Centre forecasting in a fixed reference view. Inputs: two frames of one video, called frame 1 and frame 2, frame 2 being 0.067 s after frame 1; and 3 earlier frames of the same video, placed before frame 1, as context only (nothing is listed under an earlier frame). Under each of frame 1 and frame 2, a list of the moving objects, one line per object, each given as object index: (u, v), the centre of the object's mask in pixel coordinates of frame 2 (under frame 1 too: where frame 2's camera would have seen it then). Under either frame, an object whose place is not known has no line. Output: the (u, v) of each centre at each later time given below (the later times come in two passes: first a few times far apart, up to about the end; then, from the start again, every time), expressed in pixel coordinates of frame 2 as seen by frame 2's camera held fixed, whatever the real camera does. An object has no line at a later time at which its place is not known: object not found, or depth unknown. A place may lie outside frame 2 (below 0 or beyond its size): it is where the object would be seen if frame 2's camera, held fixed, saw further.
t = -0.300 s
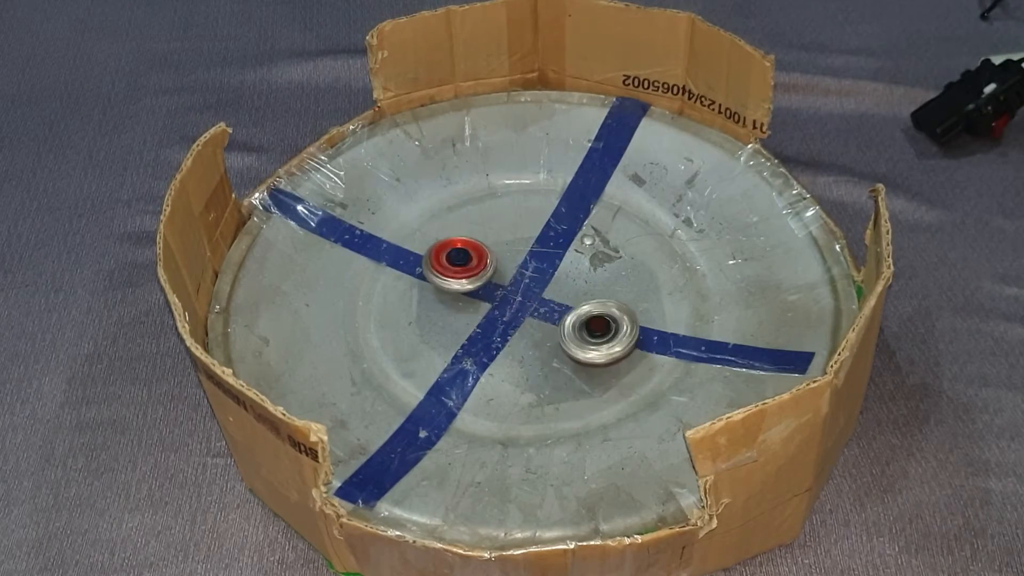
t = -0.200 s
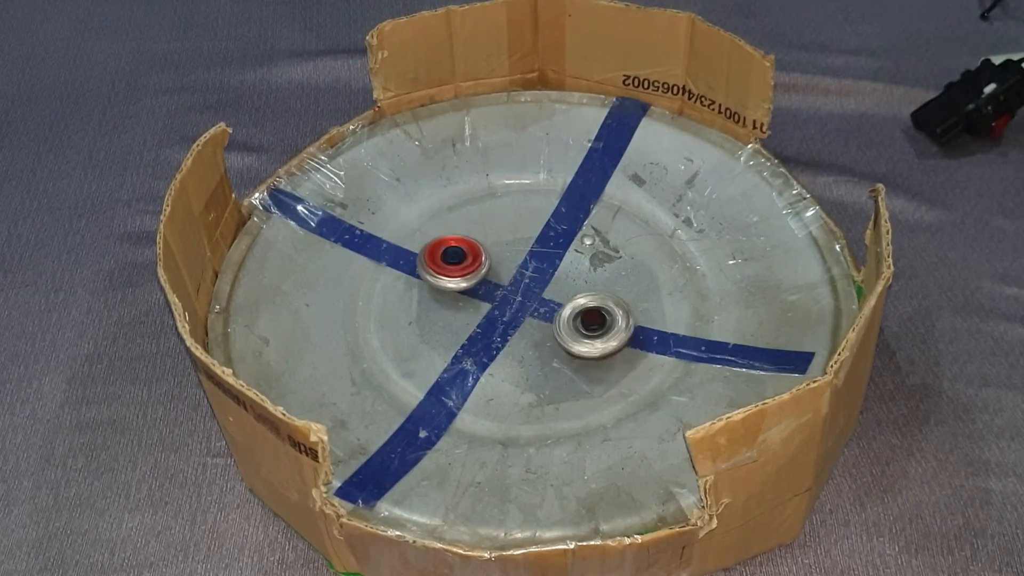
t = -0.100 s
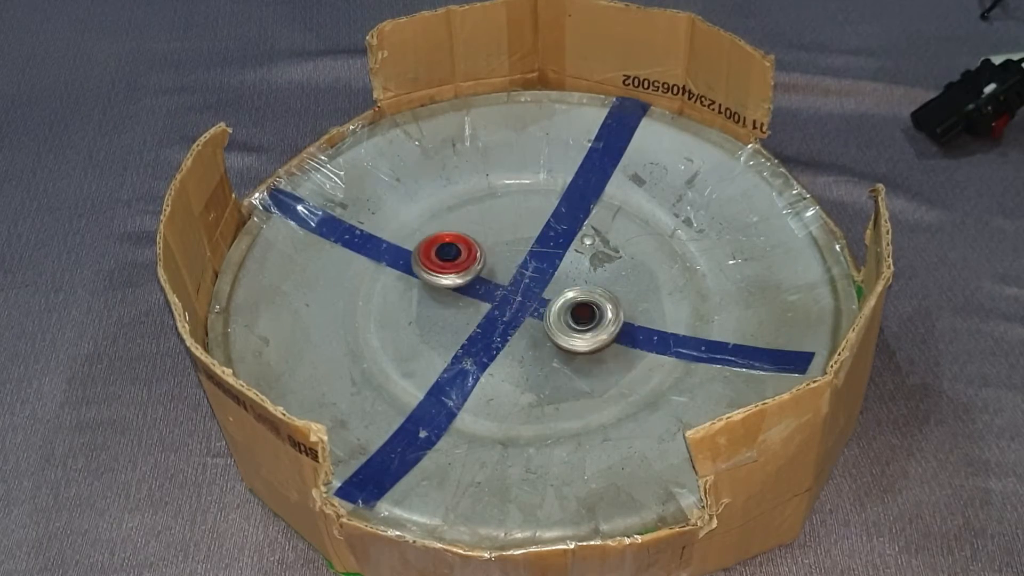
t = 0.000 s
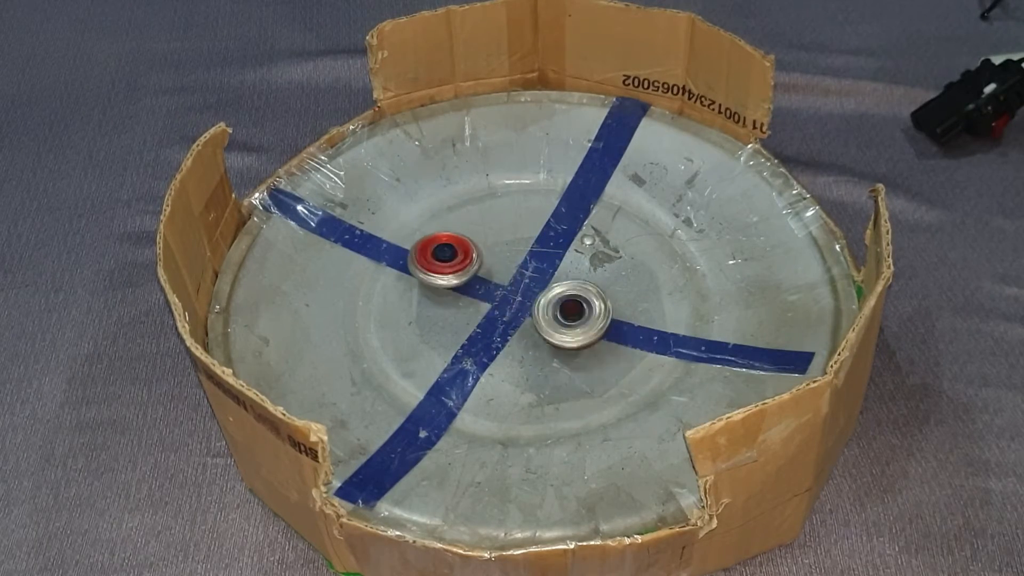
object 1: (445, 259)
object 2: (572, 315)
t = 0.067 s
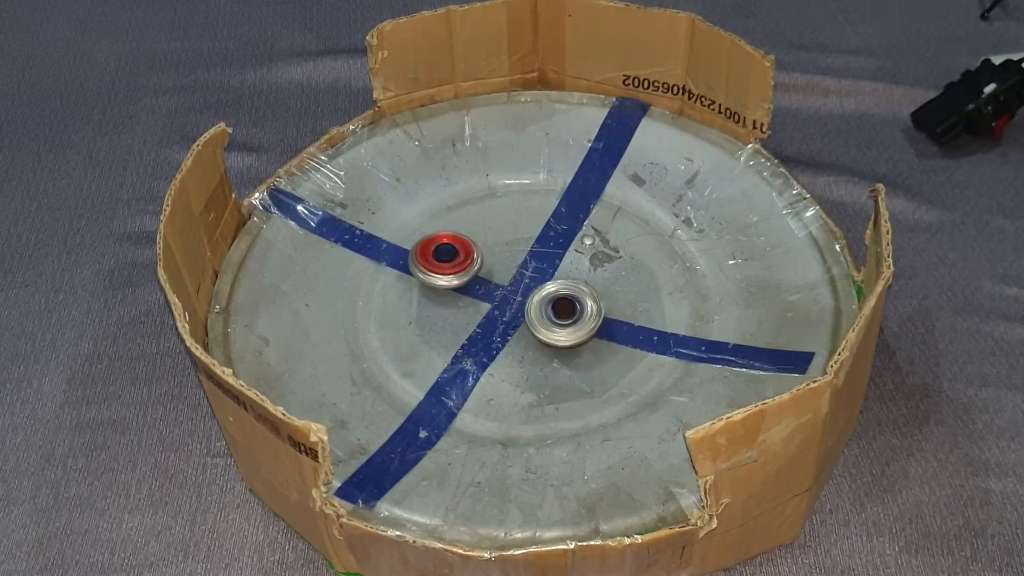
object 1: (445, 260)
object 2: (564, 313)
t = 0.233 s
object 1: (450, 256)
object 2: (530, 306)
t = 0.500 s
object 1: (453, 252)
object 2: (479, 298)
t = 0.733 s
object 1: (444, 248)
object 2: (454, 323)
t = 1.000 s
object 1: (455, 253)
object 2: (444, 341)
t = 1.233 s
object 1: (471, 252)
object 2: (438, 344)
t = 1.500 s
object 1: (484, 263)
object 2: (423, 332)
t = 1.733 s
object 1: (506, 267)
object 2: (391, 307)
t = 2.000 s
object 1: (505, 268)
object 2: (367, 277)
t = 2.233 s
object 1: (494, 276)
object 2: (367, 259)
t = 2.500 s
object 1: (493, 281)
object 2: (384, 252)
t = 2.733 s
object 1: (489, 278)
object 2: (414, 244)
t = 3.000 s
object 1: (508, 280)
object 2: (431, 224)
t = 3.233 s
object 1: (517, 268)
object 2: (434, 211)
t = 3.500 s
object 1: (497, 268)
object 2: (443, 223)
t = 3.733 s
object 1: (507, 284)
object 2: (448, 234)
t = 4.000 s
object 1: (519, 298)
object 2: (459, 233)
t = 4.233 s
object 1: (538, 317)
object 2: (465, 229)
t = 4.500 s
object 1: (556, 309)
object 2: (467, 234)
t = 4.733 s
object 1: (549, 297)
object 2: (478, 243)
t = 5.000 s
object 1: (555, 299)
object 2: (470, 235)
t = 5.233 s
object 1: (570, 307)
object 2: (449, 232)
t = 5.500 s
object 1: (573, 307)
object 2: (442, 253)
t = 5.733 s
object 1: (560, 306)
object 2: (464, 268)
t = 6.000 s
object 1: (540, 303)
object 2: (490, 252)
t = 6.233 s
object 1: (539, 303)
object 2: (475, 234)
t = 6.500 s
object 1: (534, 299)
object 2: (451, 246)
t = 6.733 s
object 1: (535, 299)
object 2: (460, 268)
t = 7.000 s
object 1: (546, 297)
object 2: (458, 262)
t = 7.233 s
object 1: (549, 298)
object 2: (439, 260)
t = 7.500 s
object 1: (549, 301)
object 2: (436, 270)
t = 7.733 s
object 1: (539, 303)
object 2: (452, 271)
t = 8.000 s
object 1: (539, 302)
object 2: (461, 254)
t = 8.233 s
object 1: (536, 295)
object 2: (451, 247)
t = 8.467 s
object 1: (537, 294)
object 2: (447, 250)
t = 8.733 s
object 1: (539, 290)
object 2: (463, 253)
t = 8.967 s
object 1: (538, 290)
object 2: (474, 247)
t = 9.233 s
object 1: (538, 291)
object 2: (472, 245)
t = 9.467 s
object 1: (537, 291)
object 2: (473, 251)
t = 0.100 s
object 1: (446, 260)
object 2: (557, 312)
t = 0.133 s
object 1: (447, 260)
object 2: (551, 310)
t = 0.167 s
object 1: (449, 259)
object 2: (544, 309)
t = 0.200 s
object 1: (450, 257)
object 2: (537, 307)
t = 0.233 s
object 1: (450, 256)
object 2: (530, 306)
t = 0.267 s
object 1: (450, 255)
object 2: (523, 304)
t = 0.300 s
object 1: (449, 255)
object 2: (517, 302)
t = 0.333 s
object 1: (449, 255)
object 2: (510, 300)
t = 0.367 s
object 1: (448, 255)
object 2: (504, 299)
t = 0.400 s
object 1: (448, 255)
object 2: (497, 298)
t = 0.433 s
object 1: (448, 255)
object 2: (491, 298)
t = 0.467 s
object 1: (450, 253)
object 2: (485, 297)
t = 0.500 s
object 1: (453, 252)
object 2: (479, 298)
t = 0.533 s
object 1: (453, 251)
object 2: (473, 301)
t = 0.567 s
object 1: (450, 248)
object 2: (471, 306)
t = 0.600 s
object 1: (446, 247)
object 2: (469, 309)
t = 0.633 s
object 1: (443, 247)
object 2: (464, 313)
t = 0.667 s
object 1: (439, 247)
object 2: (460, 317)
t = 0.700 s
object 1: (441, 247)
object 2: (457, 320)
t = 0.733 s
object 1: (444, 248)
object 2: (454, 323)
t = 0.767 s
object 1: (448, 249)
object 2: (450, 326)
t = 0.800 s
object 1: (453, 251)
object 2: (448, 329)
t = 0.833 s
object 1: (455, 250)
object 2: (446, 332)
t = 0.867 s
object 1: (454, 249)
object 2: (445, 335)
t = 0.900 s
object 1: (451, 249)
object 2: (444, 337)
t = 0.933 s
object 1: (449, 250)
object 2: (444, 339)
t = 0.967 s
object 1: (452, 252)
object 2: (444, 340)
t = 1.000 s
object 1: (455, 253)
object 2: (444, 341)
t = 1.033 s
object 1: (458, 253)
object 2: (442, 344)
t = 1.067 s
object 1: (465, 254)
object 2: (438, 346)
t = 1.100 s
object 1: (467, 253)
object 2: (437, 347)
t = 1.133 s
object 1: (468, 253)
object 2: (438, 347)
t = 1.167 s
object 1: (469, 252)
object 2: (438, 346)
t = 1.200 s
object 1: (470, 252)
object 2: (438, 345)
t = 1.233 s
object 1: (471, 252)
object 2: (438, 344)
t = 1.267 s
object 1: (470, 252)
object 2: (438, 343)
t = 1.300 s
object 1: (471, 253)
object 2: (437, 341)
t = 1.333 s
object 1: (472, 254)
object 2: (435, 339)
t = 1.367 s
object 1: (473, 255)
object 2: (434, 338)
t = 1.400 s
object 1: (473, 257)
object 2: (431, 337)
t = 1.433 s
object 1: (475, 258)
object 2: (429, 335)
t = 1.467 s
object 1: (478, 260)
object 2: (426, 333)
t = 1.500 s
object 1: (484, 263)
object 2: (423, 332)
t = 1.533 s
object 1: (490, 265)
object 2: (418, 328)
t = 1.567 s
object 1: (496, 266)
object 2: (414, 324)
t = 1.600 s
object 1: (502, 267)
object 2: (410, 321)
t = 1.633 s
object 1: (504, 267)
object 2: (405, 319)
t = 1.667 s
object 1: (505, 268)
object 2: (401, 315)
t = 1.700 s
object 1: (504, 268)
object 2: (396, 311)
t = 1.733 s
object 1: (506, 267)
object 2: (391, 307)
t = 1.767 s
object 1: (507, 264)
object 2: (387, 303)
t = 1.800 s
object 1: (506, 264)
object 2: (383, 298)
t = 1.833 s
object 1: (505, 265)
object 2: (380, 294)
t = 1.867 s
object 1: (506, 267)
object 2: (377, 290)
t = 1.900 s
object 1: (505, 267)
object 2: (374, 286)
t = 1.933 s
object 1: (504, 268)
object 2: (372, 282)
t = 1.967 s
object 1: (504, 269)
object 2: (369, 279)
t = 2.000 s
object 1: (505, 268)
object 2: (367, 277)
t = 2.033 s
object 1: (504, 266)
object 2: (367, 273)
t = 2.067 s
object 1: (501, 267)
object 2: (366, 271)
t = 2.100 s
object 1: (499, 268)
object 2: (366, 268)
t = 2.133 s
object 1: (498, 270)
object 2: (366, 265)
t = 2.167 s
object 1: (497, 272)
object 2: (366, 263)
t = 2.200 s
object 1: (496, 274)
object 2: (366, 261)
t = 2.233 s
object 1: (494, 276)
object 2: (367, 259)
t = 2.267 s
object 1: (495, 278)
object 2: (369, 257)
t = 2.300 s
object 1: (495, 280)
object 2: (371, 255)
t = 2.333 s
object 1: (497, 280)
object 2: (373, 254)
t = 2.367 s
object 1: (498, 278)
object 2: (376, 252)
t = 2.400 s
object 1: (496, 277)
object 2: (379, 252)
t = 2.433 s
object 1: (493, 279)
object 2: (380, 251)
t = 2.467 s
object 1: (493, 280)
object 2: (382, 252)
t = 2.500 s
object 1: (493, 281)
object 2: (384, 252)
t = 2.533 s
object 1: (494, 283)
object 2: (387, 251)
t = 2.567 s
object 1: (495, 281)
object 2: (391, 250)
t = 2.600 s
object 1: (495, 280)
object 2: (396, 249)
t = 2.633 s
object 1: (496, 279)
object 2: (400, 248)
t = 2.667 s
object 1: (494, 278)
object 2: (404, 247)
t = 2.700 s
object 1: (490, 278)
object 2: (410, 245)
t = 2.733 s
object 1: (489, 278)
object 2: (414, 244)
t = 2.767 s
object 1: (487, 278)
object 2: (419, 243)
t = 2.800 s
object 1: (487, 278)
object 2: (425, 241)
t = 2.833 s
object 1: (488, 278)
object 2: (431, 240)
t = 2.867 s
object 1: (487, 278)
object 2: (436, 239)
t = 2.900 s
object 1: (487, 278)
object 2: (439, 237)
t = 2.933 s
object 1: (494, 279)
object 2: (437, 232)
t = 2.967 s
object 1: (502, 281)
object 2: (431, 227)
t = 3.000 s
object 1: (508, 280)
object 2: (431, 224)
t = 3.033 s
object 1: (511, 278)
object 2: (432, 221)
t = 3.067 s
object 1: (513, 278)
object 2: (433, 217)
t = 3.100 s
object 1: (516, 276)
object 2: (433, 215)
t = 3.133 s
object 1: (517, 274)
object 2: (433, 213)
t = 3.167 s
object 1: (519, 272)
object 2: (434, 212)
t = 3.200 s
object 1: (519, 269)
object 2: (434, 211)
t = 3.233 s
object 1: (517, 268)
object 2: (434, 211)
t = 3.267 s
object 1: (516, 266)
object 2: (434, 211)
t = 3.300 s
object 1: (513, 265)
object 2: (434, 212)
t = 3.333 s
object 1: (511, 266)
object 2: (435, 213)
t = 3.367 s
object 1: (509, 266)
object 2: (436, 214)
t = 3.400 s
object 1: (505, 265)
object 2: (437, 215)
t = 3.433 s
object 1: (502, 266)
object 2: (439, 218)
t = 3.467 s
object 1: (499, 266)
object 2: (441, 220)
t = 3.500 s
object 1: (497, 268)
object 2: (443, 223)
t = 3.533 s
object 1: (497, 271)
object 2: (445, 227)
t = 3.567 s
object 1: (500, 275)
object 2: (441, 225)
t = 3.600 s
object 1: (501, 277)
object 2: (441, 227)
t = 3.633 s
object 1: (502, 278)
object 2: (442, 229)
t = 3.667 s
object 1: (503, 280)
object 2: (444, 230)
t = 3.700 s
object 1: (506, 282)
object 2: (446, 232)
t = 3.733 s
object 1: (507, 284)
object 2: (448, 234)
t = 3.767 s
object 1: (508, 287)
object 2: (451, 237)
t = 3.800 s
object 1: (510, 289)
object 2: (455, 239)
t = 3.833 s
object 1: (510, 292)
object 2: (459, 241)
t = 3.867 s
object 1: (512, 291)
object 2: (462, 243)
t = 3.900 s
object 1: (512, 289)
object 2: (465, 244)
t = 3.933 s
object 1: (517, 292)
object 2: (461, 237)
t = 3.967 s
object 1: (518, 294)
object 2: (458, 234)
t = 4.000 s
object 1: (519, 298)
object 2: (459, 233)
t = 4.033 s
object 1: (520, 301)
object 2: (461, 232)
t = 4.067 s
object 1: (521, 305)
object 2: (462, 231)
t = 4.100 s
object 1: (524, 307)
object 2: (462, 230)
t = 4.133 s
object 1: (525, 311)
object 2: (463, 229)
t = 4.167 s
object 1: (530, 313)
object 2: (464, 229)
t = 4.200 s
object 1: (534, 314)
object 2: (464, 229)
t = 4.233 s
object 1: (538, 317)
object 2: (465, 229)
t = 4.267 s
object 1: (543, 317)
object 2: (465, 229)
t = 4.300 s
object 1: (546, 318)
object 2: (466, 230)
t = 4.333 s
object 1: (551, 317)
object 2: (466, 230)
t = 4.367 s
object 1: (553, 317)
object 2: (467, 231)
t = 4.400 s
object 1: (557, 315)
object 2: (467, 231)
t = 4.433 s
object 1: (558, 313)
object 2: (466, 231)
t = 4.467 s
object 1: (558, 312)
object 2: (466, 233)
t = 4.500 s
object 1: (556, 309)
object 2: (467, 234)
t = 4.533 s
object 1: (556, 308)
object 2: (469, 235)
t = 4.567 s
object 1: (556, 305)
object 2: (470, 237)
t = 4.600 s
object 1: (556, 304)
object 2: (471, 238)
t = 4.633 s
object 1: (554, 302)
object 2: (472, 240)
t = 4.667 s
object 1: (553, 300)
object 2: (475, 241)
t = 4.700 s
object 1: (552, 297)
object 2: (476, 242)
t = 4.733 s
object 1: (549, 297)
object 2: (478, 243)
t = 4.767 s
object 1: (547, 294)
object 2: (481, 246)
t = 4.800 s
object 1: (545, 294)
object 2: (483, 247)
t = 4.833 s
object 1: (543, 292)
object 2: (487, 248)
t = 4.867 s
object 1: (540, 291)
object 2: (488, 249)
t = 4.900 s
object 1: (541, 290)
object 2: (487, 248)
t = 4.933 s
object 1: (542, 291)
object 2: (484, 246)
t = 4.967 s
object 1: (551, 296)
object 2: (475, 238)
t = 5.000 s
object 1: (555, 299)
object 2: (470, 235)
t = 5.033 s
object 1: (559, 300)
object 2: (467, 234)
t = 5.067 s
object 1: (560, 301)
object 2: (464, 233)
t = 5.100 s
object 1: (563, 302)
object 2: (461, 231)
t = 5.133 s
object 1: (565, 303)
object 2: (458, 231)
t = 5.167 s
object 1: (567, 304)
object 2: (455, 230)
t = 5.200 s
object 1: (567, 306)
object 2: (452, 230)
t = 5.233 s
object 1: (570, 307)
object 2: (449, 232)
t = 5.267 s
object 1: (570, 308)
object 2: (447, 234)
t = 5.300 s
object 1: (573, 309)
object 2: (445, 236)
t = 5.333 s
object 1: (573, 310)
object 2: (443, 239)
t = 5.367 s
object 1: (576, 310)
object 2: (443, 241)
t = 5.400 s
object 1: (576, 309)
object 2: (442, 245)
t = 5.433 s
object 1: (577, 308)
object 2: (441, 247)
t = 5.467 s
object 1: (575, 308)
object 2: (441, 252)
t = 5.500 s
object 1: (573, 307)
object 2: (442, 253)
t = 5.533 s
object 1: (571, 307)
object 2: (444, 257)
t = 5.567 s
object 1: (571, 307)
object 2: (445, 259)
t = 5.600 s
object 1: (568, 308)
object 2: (448, 262)
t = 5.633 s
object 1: (567, 306)
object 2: (451, 264)
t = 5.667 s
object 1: (564, 307)
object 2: (455, 266)
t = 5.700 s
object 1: (562, 306)
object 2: (459, 267)
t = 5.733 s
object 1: (560, 306)
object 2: (464, 268)
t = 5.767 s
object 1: (557, 305)
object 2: (469, 269)
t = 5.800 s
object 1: (555, 305)
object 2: (473, 268)
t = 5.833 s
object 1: (550, 304)
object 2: (478, 268)
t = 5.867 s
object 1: (550, 303)
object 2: (483, 266)
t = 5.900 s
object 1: (545, 302)
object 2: (487, 264)
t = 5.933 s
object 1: (543, 301)
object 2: (492, 261)
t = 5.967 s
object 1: (540, 302)
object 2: (492, 258)
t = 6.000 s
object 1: (540, 303)
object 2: (490, 252)
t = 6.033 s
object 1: (540, 303)
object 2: (489, 250)
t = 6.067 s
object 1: (540, 303)
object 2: (490, 246)
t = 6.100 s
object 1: (540, 303)
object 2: (488, 241)
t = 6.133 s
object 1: (540, 303)
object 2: (486, 238)
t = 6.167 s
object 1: (539, 303)
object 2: (481, 237)
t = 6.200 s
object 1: (539, 303)
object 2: (480, 235)
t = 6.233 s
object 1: (539, 303)
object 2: (475, 234)
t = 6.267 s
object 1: (539, 302)
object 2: (472, 234)
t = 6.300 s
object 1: (539, 302)
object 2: (467, 234)
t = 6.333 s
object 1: (538, 301)
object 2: (464, 235)
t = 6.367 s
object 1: (539, 301)
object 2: (460, 235)
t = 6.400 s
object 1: (538, 300)
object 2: (457, 238)
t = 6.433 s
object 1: (538, 301)
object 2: (455, 240)
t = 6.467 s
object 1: (536, 301)
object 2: (452, 243)
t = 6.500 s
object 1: (534, 299)
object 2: (451, 246)
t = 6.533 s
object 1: (533, 299)
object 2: (450, 250)
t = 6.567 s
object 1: (532, 299)
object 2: (450, 253)
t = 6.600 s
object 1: (532, 302)
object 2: (450, 256)
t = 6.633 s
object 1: (533, 301)
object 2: (452, 259)
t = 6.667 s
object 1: (535, 301)
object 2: (453, 262)
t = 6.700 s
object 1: (535, 300)
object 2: (457, 266)
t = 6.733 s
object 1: (535, 299)
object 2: (460, 268)
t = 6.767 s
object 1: (535, 298)
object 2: (464, 270)
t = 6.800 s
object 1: (538, 296)
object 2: (464, 269)
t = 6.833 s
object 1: (538, 296)
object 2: (468, 270)
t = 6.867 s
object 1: (538, 295)
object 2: (468, 268)
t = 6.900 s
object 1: (538, 295)
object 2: (469, 267)
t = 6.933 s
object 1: (542, 296)
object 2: (463, 264)
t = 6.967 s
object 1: (544, 296)
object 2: (459, 263)
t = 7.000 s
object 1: (546, 297)
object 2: (458, 262)
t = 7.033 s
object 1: (546, 297)
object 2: (457, 260)
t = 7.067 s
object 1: (548, 297)
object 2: (454, 259)
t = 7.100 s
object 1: (549, 297)
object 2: (451, 258)
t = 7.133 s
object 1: (550, 297)
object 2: (448, 258)
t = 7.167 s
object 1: (550, 297)
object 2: (445, 258)
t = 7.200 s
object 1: (550, 298)
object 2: (442, 259)
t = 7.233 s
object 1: (549, 298)
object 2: (439, 260)
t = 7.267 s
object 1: (548, 300)
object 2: (437, 261)
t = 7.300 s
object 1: (549, 300)
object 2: (435, 262)
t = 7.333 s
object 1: (550, 300)
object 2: (434, 263)
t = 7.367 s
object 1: (549, 300)
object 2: (434, 265)
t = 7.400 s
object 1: (550, 300)
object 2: (434, 267)
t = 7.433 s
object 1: (549, 301)
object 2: (436, 268)
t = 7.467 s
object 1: (549, 300)
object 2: (436, 268)
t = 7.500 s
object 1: (549, 301)
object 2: (436, 270)
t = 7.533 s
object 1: (547, 302)
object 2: (440, 271)
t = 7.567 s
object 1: (546, 302)
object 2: (442, 272)
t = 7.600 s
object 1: (545, 302)
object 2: (444, 272)
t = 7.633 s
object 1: (544, 302)
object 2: (445, 272)
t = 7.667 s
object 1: (543, 302)
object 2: (449, 273)
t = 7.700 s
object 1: (540, 303)
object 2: (451, 272)
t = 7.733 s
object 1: (539, 303)
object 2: (452, 271)
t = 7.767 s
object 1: (539, 304)
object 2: (455, 270)
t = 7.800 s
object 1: (539, 304)
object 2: (458, 268)
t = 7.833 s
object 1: (539, 304)
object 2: (460, 266)
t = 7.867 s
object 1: (539, 305)
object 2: (460, 263)
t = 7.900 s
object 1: (538, 305)
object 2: (462, 262)
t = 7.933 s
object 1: (539, 304)
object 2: (462, 260)
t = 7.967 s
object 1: (539, 304)
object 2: (462, 257)
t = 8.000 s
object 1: (539, 302)
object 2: (461, 254)
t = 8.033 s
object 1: (540, 301)
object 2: (460, 253)
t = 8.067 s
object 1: (539, 300)
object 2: (459, 250)
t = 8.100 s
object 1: (539, 298)
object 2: (457, 248)
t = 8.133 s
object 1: (538, 299)
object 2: (454, 248)
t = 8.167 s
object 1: (537, 297)
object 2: (453, 247)
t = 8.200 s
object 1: (537, 296)
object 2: (452, 247)
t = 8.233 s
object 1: (536, 295)
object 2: (451, 247)
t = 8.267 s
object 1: (535, 293)
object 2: (449, 247)
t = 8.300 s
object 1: (535, 294)
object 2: (448, 245)
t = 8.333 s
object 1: (534, 295)
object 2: (446, 245)
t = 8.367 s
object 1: (534, 295)
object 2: (444, 248)
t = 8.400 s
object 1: (536, 296)
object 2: (445, 249)
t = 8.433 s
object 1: (535, 296)
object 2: (446, 249)
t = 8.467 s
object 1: (537, 294)
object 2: (447, 250)
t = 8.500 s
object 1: (538, 294)
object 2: (446, 251)
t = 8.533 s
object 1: (537, 293)
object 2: (448, 252)
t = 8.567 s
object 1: (538, 292)
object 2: (451, 252)
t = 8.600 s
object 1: (539, 292)
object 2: (452, 253)
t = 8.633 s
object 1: (539, 292)
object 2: (454, 254)
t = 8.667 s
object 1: (539, 290)
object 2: (456, 254)
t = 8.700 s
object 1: (540, 290)
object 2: (459, 254)
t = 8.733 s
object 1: (539, 290)
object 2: (463, 253)
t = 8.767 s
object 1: (539, 289)
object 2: (464, 253)
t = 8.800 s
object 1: (539, 289)
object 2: (466, 252)
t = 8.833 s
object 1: (538, 289)
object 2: (468, 251)
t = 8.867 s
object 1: (538, 289)
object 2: (472, 249)
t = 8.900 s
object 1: (539, 291)
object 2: (472, 248)
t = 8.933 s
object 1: (538, 291)
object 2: (472, 247)
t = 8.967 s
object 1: (538, 290)
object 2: (474, 247)
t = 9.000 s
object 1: (539, 291)
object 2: (474, 246)
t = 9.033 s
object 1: (538, 291)
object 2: (474, 245)
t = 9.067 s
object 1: (538, 290)
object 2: (474, 245)
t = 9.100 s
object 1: (539, 291)
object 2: (474, 245)
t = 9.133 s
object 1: (538, 291)
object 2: (474, 245)
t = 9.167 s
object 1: (538, 291)
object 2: (473, 245)
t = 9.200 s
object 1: (539, 291)
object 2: (473, 245)
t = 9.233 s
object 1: (538, 291)
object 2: (472, 245)
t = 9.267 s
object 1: (538, 291)
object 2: (471, 247)
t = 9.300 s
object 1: (539, 291)
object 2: (471, 247)
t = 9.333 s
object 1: (538, 291)
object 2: (471, 248)
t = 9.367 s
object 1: (537, 291)
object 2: (471, 249)
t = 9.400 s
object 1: (539, 291)
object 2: (472, 250)
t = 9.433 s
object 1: (538, 291)
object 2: (472, 251)
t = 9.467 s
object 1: (537, 291)
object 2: (473, 251)
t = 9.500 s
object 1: (538, 291)
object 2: (472, 251)
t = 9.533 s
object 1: (539, 292)
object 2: (474, 252)
